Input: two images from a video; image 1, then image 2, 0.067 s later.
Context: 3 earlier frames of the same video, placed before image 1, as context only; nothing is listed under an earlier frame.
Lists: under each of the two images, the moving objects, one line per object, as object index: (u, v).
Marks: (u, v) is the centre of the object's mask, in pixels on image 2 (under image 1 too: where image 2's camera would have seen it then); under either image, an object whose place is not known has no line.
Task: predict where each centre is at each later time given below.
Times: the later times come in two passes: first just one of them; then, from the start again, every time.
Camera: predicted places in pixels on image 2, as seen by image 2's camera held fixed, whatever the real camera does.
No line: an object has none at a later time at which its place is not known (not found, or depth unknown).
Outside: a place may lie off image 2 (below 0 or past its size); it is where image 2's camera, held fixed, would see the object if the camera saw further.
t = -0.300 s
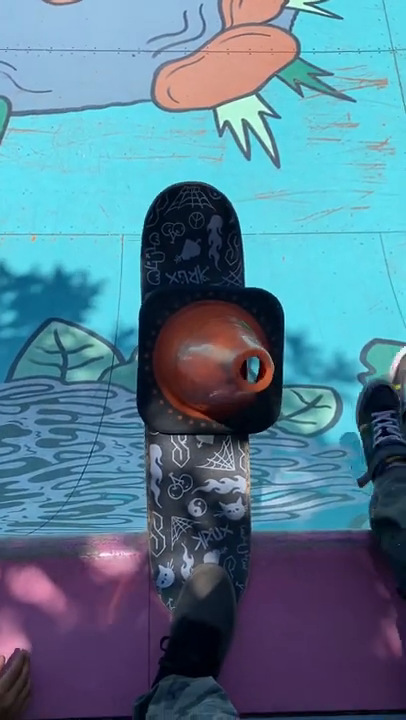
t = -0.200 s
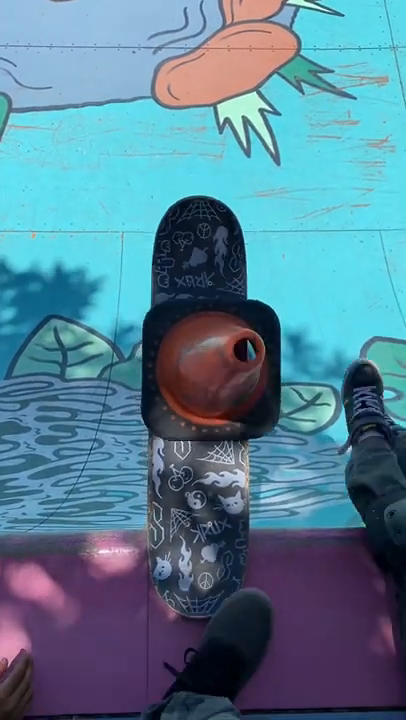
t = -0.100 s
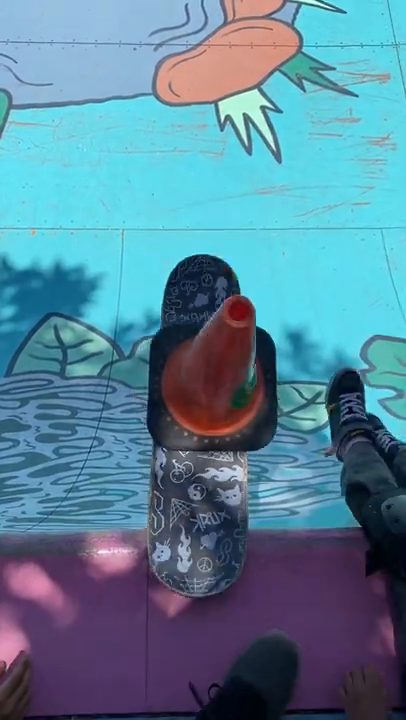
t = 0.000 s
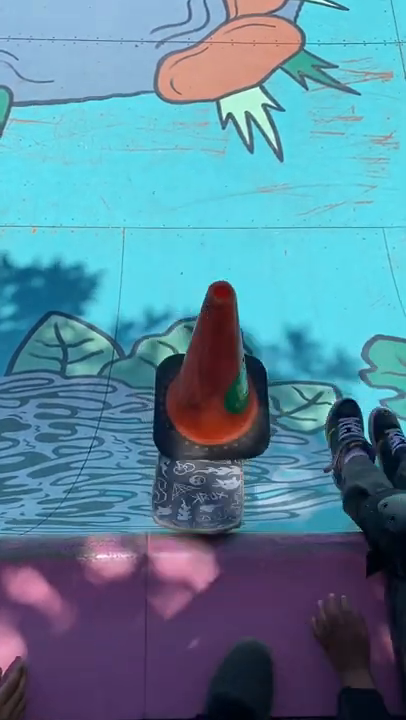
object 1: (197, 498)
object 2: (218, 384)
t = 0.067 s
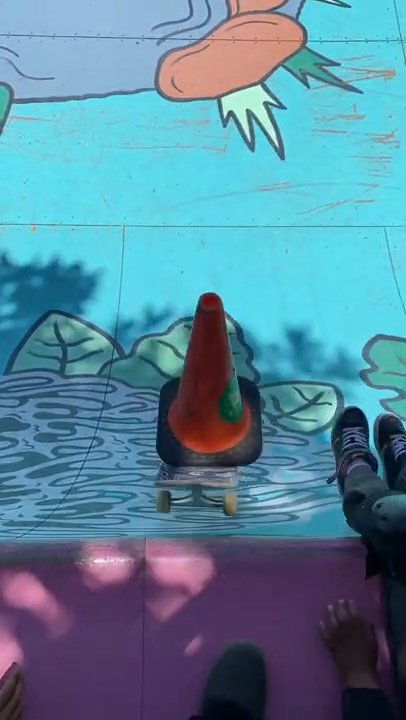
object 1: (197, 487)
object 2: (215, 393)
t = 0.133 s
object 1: (196, 485)
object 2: (206, 406)
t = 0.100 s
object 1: (196, 484)
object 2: (212, 398)
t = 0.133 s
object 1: (196, 485)
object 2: (206, 406)
